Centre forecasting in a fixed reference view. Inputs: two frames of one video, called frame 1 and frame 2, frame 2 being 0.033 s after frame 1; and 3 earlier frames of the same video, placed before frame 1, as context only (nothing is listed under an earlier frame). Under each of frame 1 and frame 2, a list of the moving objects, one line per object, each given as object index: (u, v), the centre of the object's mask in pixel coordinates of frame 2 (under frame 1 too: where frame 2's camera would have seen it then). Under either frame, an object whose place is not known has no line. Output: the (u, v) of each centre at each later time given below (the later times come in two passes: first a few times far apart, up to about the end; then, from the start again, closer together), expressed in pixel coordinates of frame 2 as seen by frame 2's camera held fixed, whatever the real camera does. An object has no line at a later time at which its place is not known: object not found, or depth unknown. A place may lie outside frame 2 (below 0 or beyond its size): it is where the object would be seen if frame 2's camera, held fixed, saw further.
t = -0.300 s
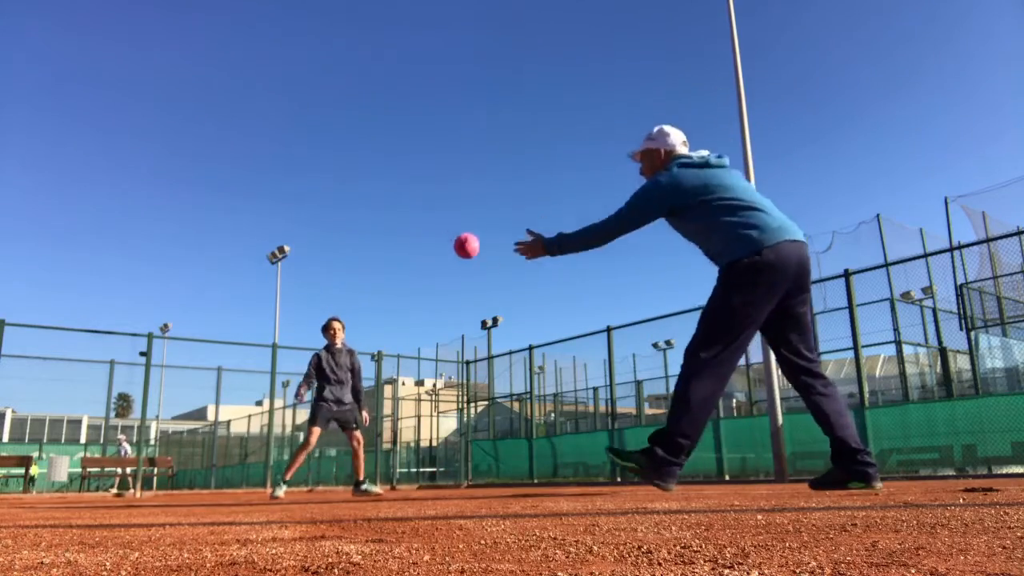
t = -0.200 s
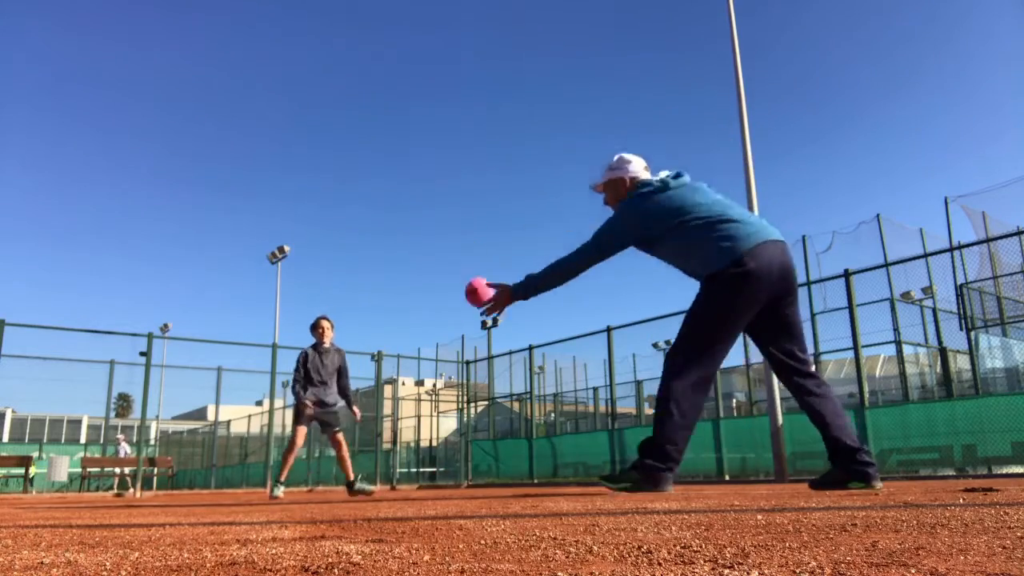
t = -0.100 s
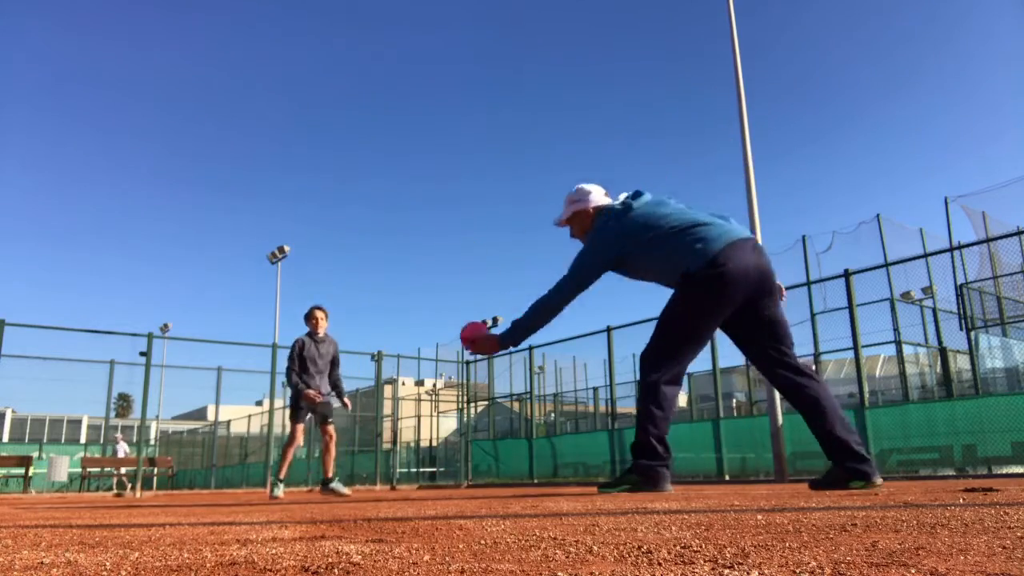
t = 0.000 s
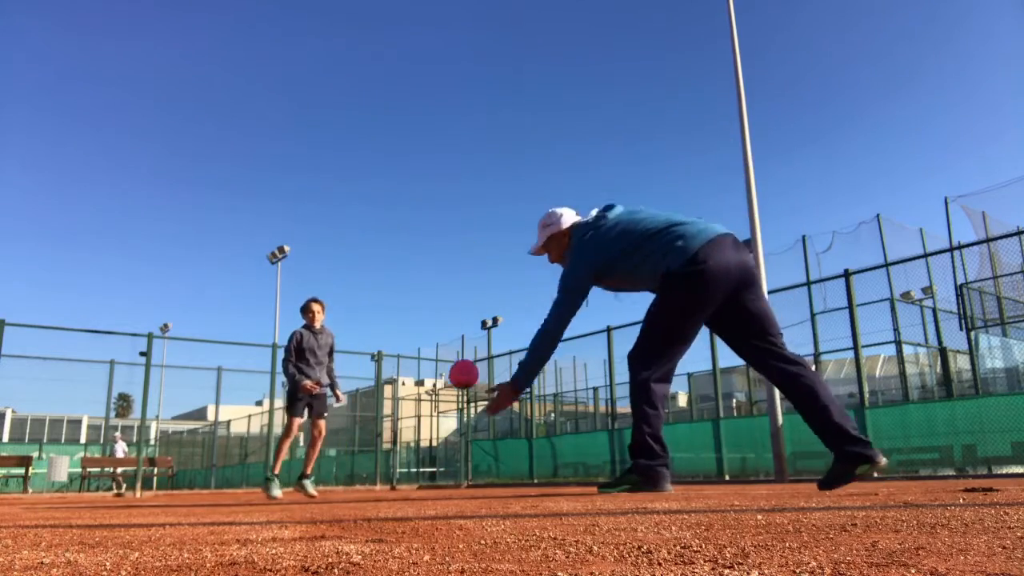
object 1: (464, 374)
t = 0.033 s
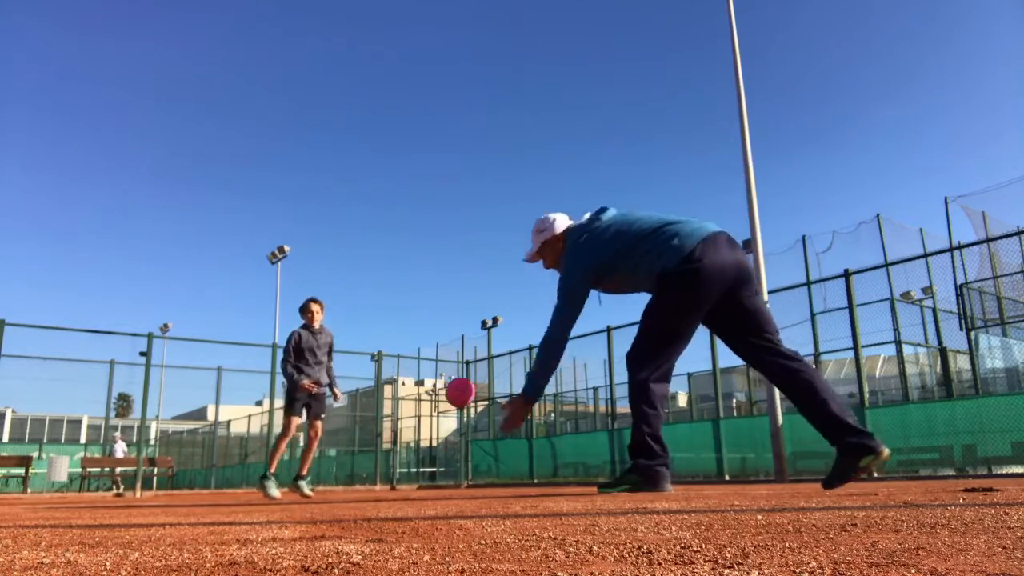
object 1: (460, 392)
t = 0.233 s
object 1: (441, 444)
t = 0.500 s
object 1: (422, 398)
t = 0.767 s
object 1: (406, 469)
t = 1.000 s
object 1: (388, 439)
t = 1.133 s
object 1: (378, 476)
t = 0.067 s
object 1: (457, 413)
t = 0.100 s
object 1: (453, 437)
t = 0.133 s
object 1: (450, 463)
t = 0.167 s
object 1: (447, 479)
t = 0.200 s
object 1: (444, 460)
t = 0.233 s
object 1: (441, 444)
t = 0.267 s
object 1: (439, 429)
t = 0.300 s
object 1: (435, 418)
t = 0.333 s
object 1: (434, 408)
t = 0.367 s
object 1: (431, 402)
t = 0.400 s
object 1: (429, 397)
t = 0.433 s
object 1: (427, 395)
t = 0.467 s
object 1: (424, 395)
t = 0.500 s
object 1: (422, 398)
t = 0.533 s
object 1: (420, 403)
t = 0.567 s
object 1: (418, 410)
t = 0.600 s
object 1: (416, 421)
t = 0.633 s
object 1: (414, 434)
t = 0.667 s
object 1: (412, 450)
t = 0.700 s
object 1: (410, 467)
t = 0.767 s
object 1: (406, 469)
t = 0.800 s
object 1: (403, 458)
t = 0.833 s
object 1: (400, 449)
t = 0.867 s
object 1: (398, 442)
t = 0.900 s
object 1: (395, 438)
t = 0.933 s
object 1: (393, 436)
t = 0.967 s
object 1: (391, 436)
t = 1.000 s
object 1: (388, 439)
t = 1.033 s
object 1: (385, 445)
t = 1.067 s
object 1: (383, 453)
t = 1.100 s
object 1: (381, 463)
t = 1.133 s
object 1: (378, 476)
